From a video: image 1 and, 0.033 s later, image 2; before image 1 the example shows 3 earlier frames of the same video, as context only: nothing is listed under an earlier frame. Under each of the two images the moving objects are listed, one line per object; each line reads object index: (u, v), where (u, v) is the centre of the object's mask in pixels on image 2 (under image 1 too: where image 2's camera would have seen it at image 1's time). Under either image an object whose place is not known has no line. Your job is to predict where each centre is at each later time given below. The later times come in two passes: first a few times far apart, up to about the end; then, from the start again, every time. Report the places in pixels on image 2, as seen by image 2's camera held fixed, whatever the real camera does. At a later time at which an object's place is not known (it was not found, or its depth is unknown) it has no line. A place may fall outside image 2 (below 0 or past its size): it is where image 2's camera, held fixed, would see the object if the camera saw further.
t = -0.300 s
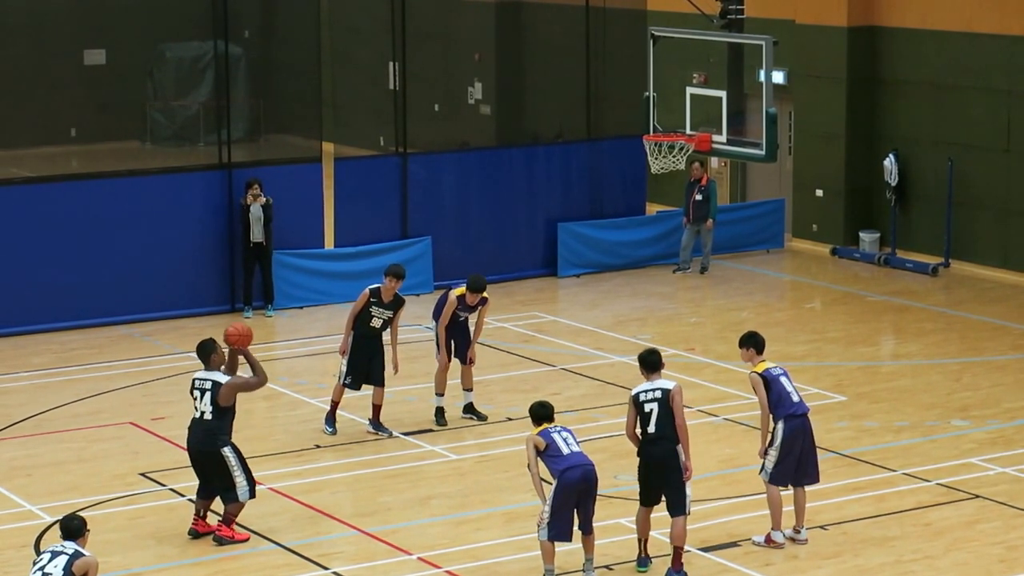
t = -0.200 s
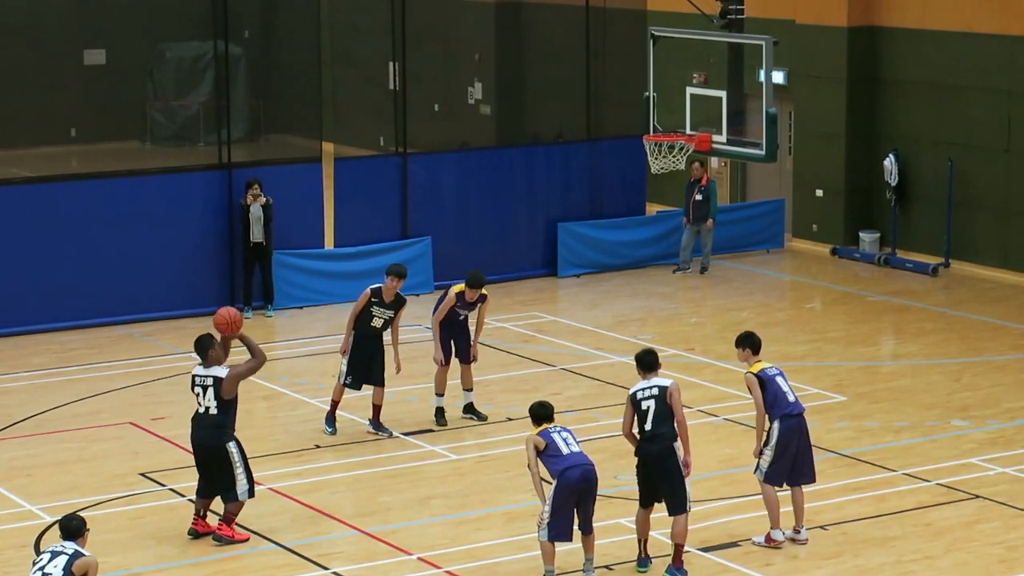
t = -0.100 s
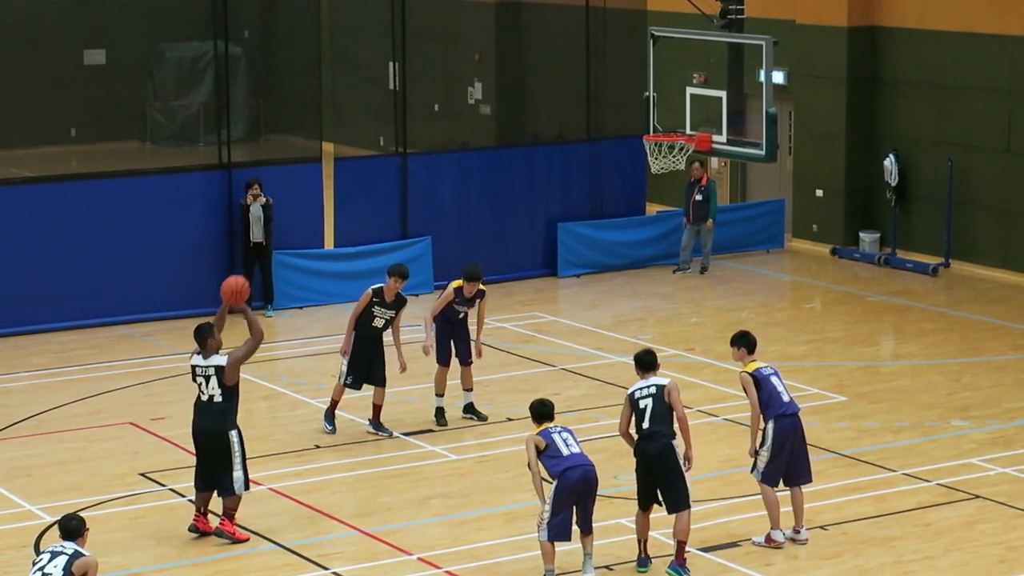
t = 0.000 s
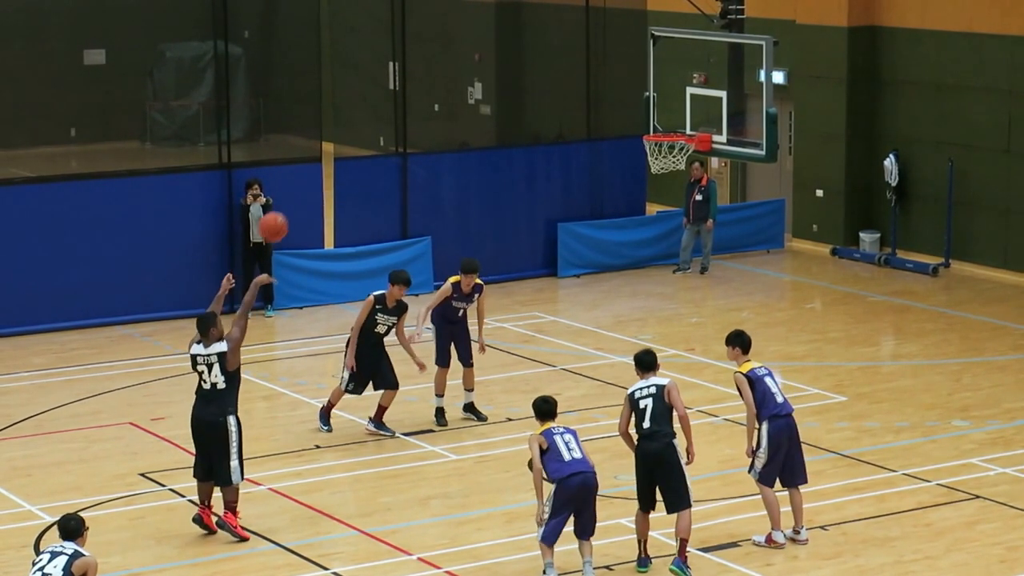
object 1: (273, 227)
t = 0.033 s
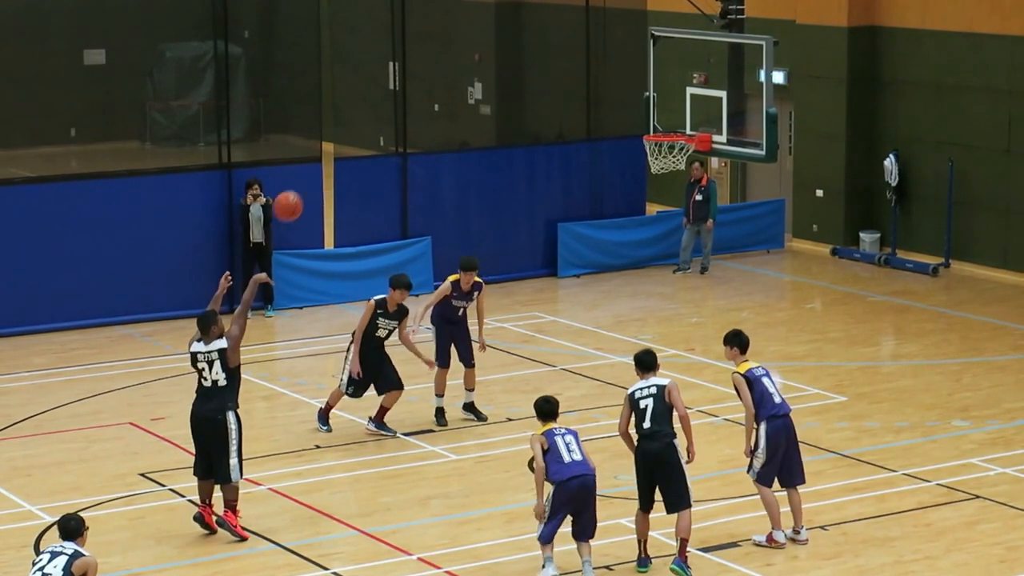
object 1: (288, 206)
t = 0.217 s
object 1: (370, 115)
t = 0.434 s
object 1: (465, 59)
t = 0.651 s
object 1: (556, 57)
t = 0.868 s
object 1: (642, 106)
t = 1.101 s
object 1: (663, 148)
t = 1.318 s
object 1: (643, 182)
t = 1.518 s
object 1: (624, 254)
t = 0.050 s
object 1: (296, 196)
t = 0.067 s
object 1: (303, 186)
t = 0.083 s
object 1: (310, 177)
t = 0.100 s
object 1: (318, 168)
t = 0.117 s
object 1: (325, 159)
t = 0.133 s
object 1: (334, 151)
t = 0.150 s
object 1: (341, 143)
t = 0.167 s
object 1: (348, 135)
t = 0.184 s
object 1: (355, 129)
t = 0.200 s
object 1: (363, 122)
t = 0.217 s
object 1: (370, 115)
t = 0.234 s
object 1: (378, 109)
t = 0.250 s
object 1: (385, 103)
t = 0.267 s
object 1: (392, 97)
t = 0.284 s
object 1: (400, 92)
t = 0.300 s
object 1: (408, 87)
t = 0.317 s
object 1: (415, 83)
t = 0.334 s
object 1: (422, 78)
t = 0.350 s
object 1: (429, 74)
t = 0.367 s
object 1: (437, 70)
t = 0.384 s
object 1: (444, 67)
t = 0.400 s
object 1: (451, 64)
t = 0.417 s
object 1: (458, 61)
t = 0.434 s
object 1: (465, 59)
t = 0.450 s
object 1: (472, 57)
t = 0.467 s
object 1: (480, 55)
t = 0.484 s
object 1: (487, 54)
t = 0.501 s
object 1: (494, 52)
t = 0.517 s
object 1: (501, 52)
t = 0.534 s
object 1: (508, 51)
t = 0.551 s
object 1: (515, 51)
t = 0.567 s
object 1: (522, 52)
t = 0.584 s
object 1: (529, 52)
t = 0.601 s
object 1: (535, 53)
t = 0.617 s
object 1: (543, 54)
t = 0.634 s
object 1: (549, 55)
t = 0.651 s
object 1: (556, 57)
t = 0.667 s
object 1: (563, 59)
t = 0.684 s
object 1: (569, 62)
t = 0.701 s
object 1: (576, 64)
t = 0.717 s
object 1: (583, 67)
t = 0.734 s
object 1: (590, 70)
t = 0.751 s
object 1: (596, 74)
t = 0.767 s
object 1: (603, 78)
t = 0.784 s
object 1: (610, 82)
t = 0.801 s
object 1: (617, 86)
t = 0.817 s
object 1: (623, 91)
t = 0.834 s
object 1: (630, 96)
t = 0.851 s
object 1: (636, 101)
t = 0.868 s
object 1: (642, 106)
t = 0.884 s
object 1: (649, 112)
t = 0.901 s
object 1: (656, 117)
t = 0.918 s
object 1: (663, 125)
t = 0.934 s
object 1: (667, 127)
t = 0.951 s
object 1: (672, 127)
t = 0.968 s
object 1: (676, 129)
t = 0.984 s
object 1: (681, 130)
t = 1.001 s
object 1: (682, 131)
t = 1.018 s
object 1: (680, 132)
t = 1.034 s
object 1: (677, 133)
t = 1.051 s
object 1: (675, 143)
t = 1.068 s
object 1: (672, 145)
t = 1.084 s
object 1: (665, 148)
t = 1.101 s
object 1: (663, 148)
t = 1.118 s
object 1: (662, 151)
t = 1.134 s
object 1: (659, 153)
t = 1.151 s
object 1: (659, 161)
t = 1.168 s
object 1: (658, 157)
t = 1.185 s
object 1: (657, 160)
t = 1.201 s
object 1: (655, 162)
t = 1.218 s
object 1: (653, 163)
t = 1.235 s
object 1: (651, 166)
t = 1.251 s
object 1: (650, 168)
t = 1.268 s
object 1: (648, 172)
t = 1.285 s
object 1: (647, 175)
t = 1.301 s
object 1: (645, 178)
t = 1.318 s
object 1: (643, 182)
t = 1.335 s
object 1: (642, 187)
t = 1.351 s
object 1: (640, 191)
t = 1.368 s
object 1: (638, 196)
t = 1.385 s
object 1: (637, 202)
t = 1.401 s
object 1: (635, 207)
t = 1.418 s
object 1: (634, 213)
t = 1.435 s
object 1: (632, 219)
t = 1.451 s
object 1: (630, 225)
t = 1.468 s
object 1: (629, 232)
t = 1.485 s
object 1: (627, 239)
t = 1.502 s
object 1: (626, 246)
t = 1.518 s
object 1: (624, 254)
